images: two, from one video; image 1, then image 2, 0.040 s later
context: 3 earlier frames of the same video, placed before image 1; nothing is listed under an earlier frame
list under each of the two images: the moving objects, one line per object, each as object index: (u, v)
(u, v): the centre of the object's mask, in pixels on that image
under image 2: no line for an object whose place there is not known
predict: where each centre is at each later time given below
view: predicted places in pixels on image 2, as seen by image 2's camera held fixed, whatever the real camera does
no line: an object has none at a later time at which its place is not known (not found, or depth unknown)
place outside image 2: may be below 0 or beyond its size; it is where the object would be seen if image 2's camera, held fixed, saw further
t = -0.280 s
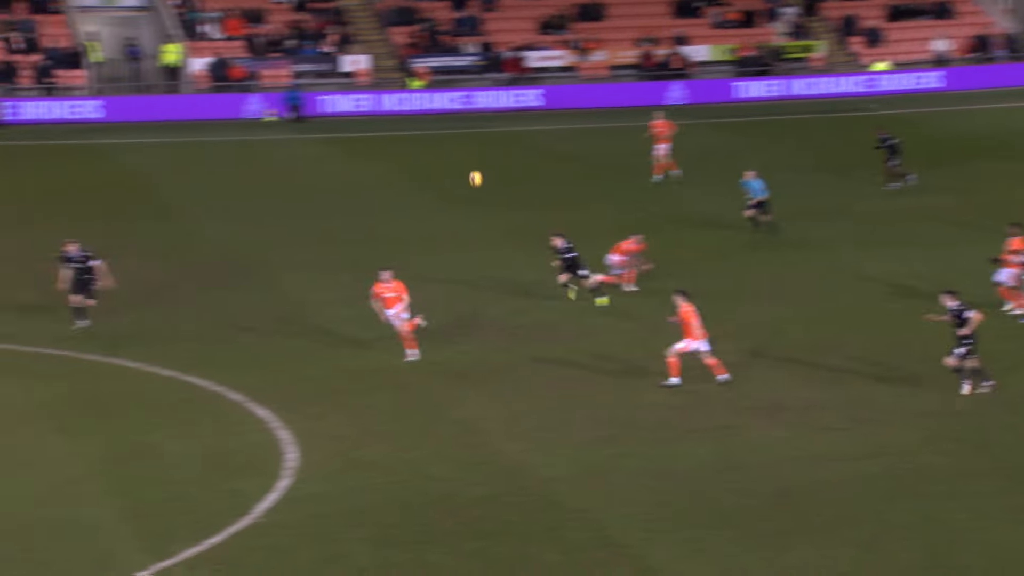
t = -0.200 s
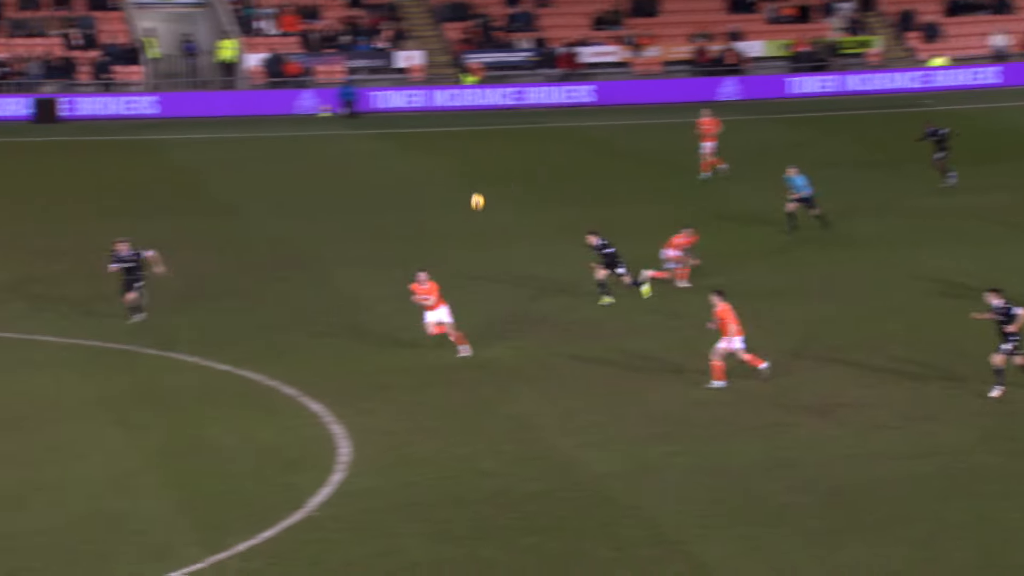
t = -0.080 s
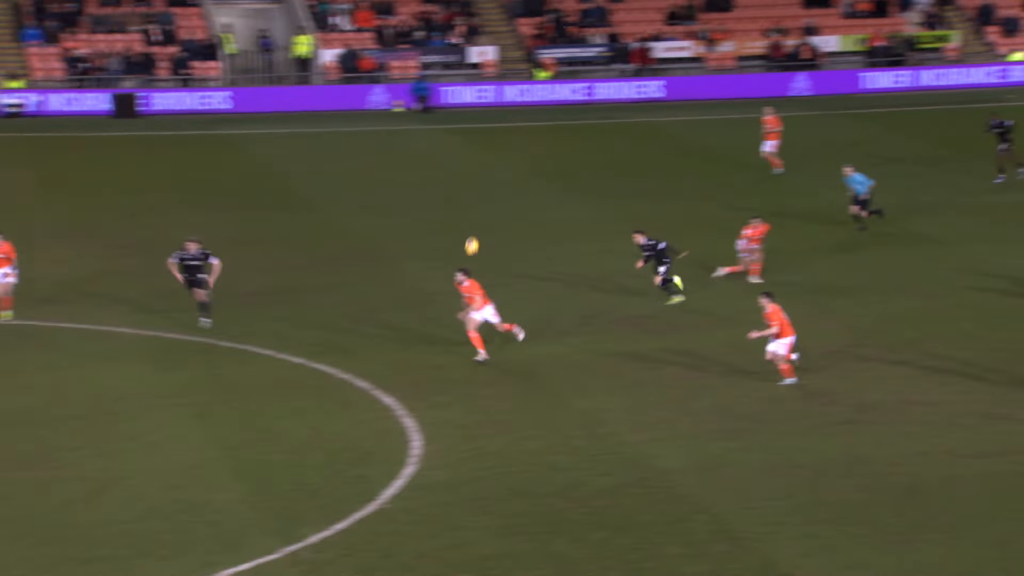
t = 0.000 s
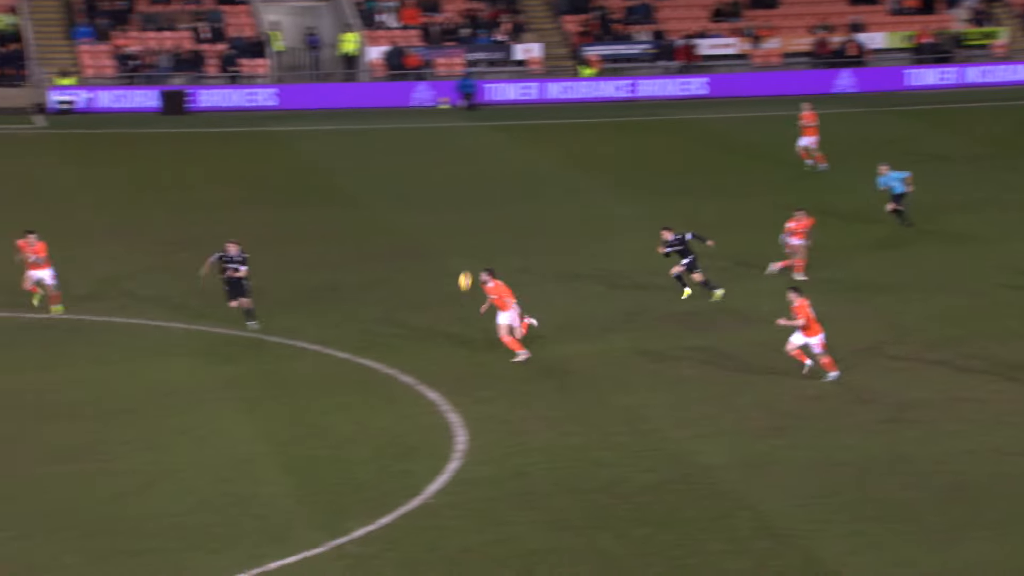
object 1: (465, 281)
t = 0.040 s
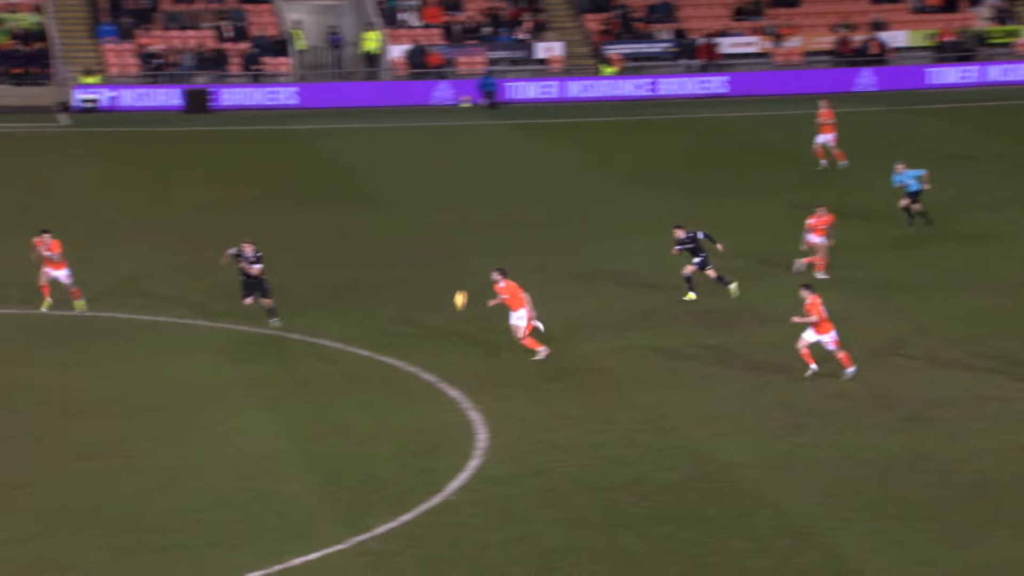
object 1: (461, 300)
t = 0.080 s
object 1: (436, 321)
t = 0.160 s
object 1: (385, 369)
